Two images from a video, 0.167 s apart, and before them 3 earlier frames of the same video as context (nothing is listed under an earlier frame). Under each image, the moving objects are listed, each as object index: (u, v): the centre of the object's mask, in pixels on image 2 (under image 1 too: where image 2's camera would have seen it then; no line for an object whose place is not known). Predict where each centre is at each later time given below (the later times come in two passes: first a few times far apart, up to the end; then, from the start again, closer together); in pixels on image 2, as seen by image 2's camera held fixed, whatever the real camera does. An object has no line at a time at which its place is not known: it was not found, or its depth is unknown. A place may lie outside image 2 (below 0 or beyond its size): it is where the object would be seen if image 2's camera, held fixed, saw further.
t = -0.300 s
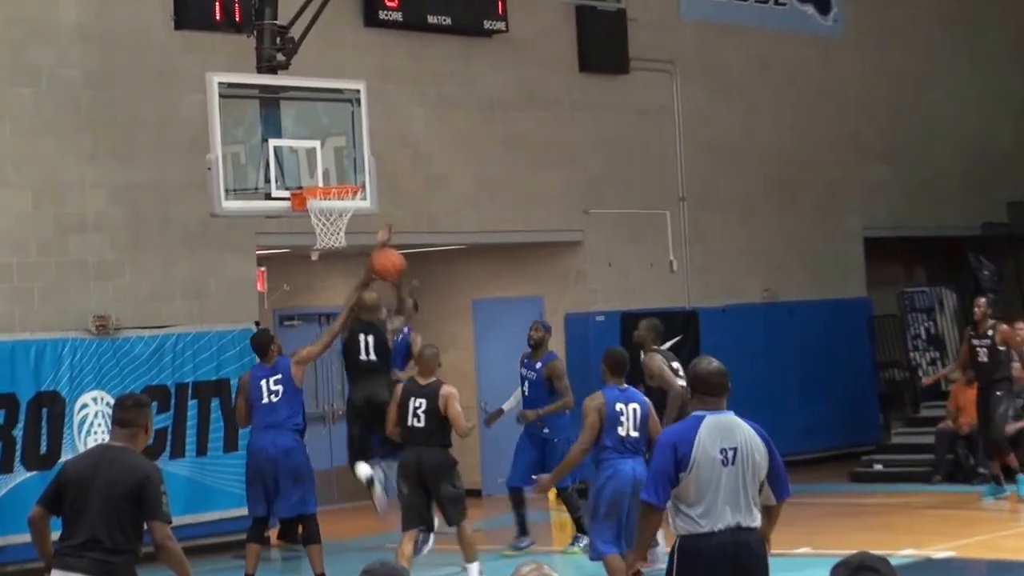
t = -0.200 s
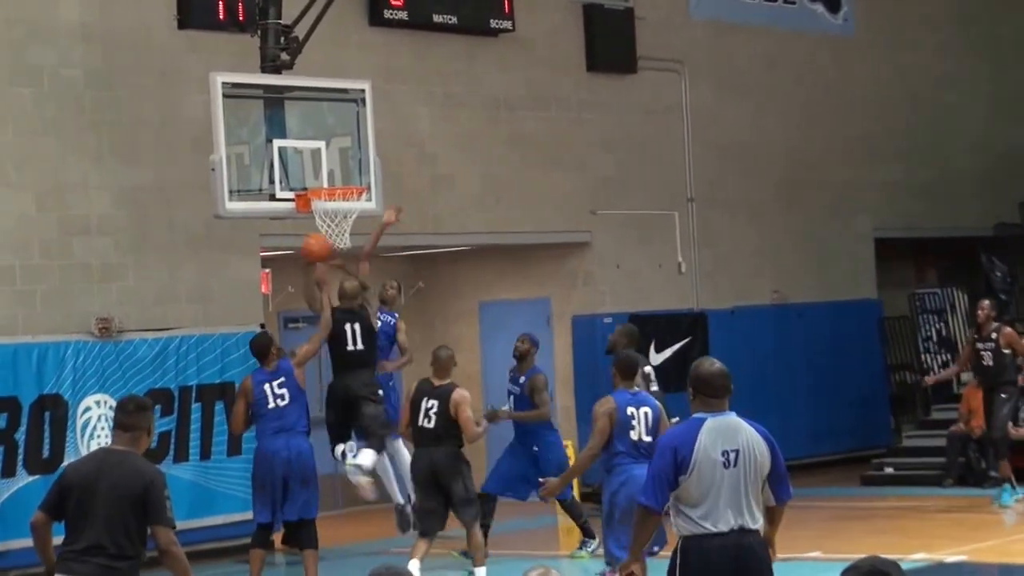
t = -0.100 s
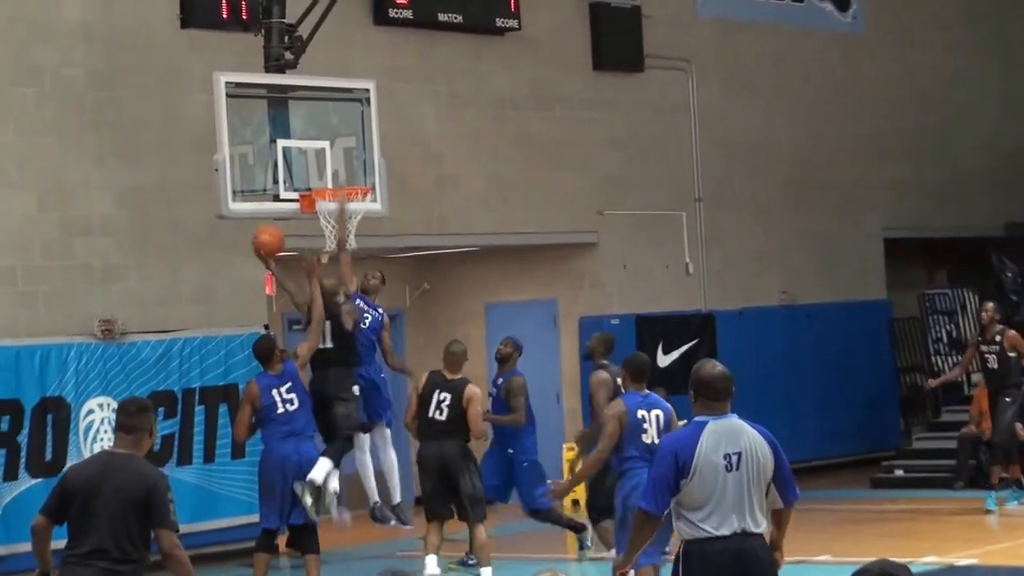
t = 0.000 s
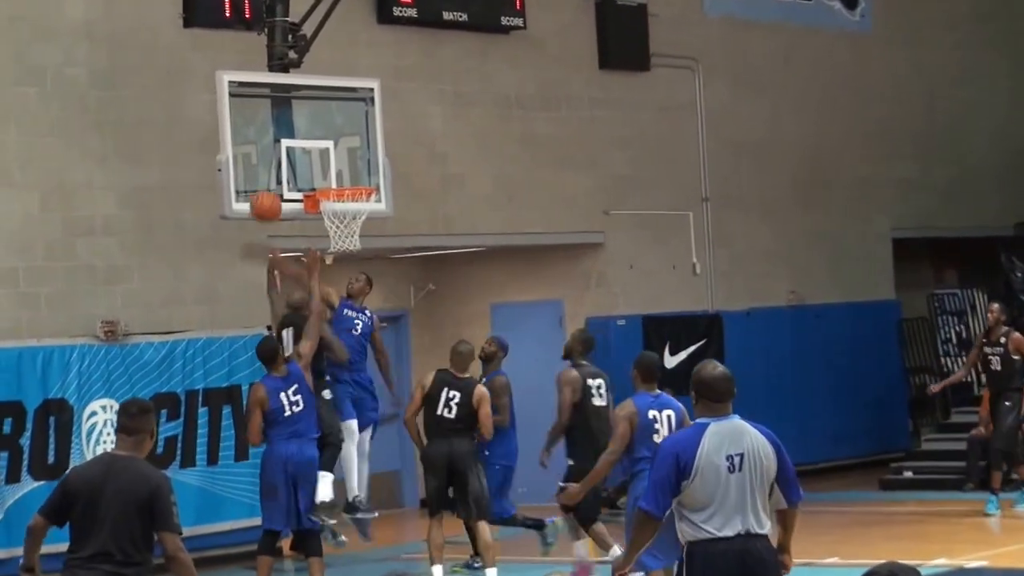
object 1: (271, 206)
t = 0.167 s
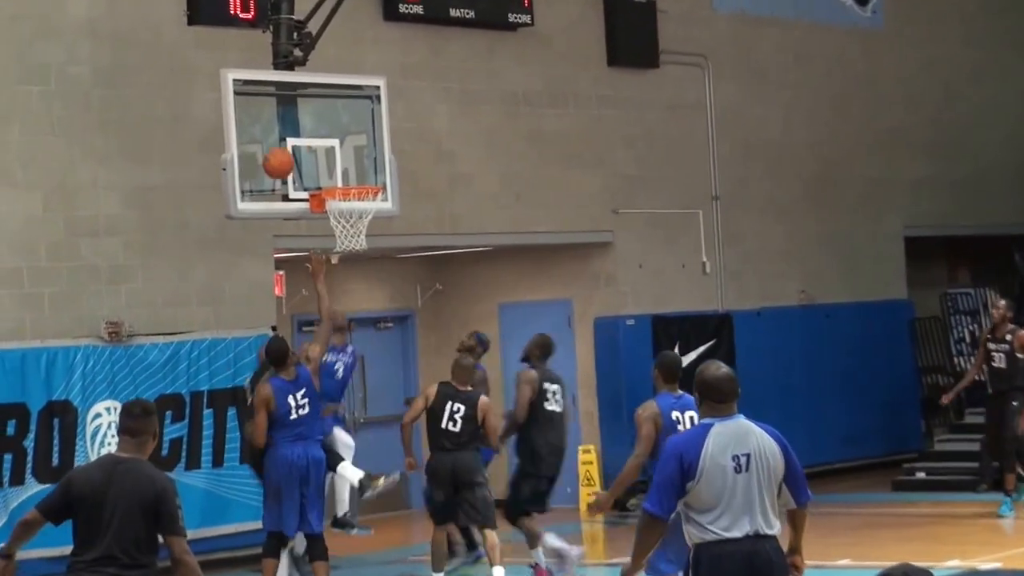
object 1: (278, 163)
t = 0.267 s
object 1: (290, 150)
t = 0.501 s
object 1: (343, 151)
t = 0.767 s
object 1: (339, 180)
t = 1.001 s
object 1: (378, 207)
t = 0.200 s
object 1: (279, 159)
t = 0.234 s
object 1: (283, 155)
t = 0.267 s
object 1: (290, 150)
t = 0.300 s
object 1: (298, 145)
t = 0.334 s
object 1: (305, 143)
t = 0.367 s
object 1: (312, 141)
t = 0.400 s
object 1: (320, 142)
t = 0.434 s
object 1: (327, 143)
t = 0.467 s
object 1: (335, 146)
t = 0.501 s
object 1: (343, 151)
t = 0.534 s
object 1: (351, 157)
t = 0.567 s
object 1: (359, 165)
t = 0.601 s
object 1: (367, 173)
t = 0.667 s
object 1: (362, 176)
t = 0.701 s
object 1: (353, 177)
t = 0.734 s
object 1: (346, 178)
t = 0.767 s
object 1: (339, 180)
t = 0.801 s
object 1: (343, 180)
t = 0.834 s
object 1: (349, 180)
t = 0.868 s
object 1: (355, 193)
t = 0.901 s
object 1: (363, 198)
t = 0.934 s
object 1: (370, 203)
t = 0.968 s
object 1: (375, 205)
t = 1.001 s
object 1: (378, 207)
